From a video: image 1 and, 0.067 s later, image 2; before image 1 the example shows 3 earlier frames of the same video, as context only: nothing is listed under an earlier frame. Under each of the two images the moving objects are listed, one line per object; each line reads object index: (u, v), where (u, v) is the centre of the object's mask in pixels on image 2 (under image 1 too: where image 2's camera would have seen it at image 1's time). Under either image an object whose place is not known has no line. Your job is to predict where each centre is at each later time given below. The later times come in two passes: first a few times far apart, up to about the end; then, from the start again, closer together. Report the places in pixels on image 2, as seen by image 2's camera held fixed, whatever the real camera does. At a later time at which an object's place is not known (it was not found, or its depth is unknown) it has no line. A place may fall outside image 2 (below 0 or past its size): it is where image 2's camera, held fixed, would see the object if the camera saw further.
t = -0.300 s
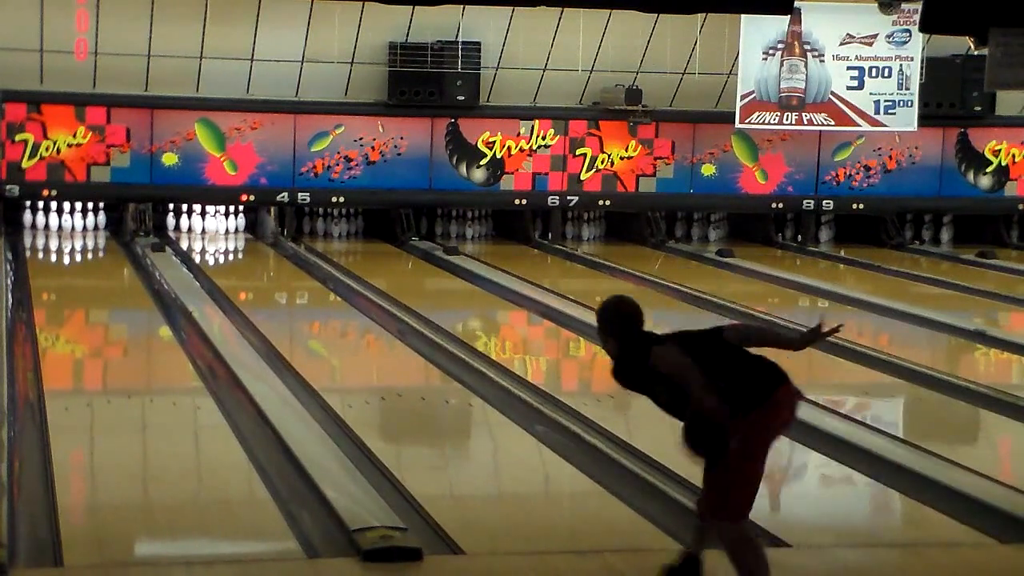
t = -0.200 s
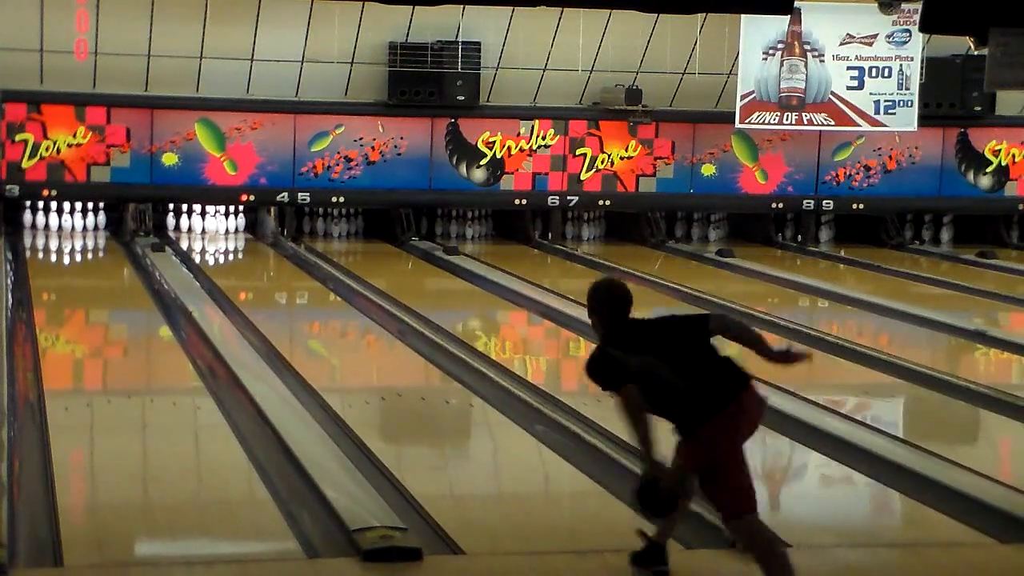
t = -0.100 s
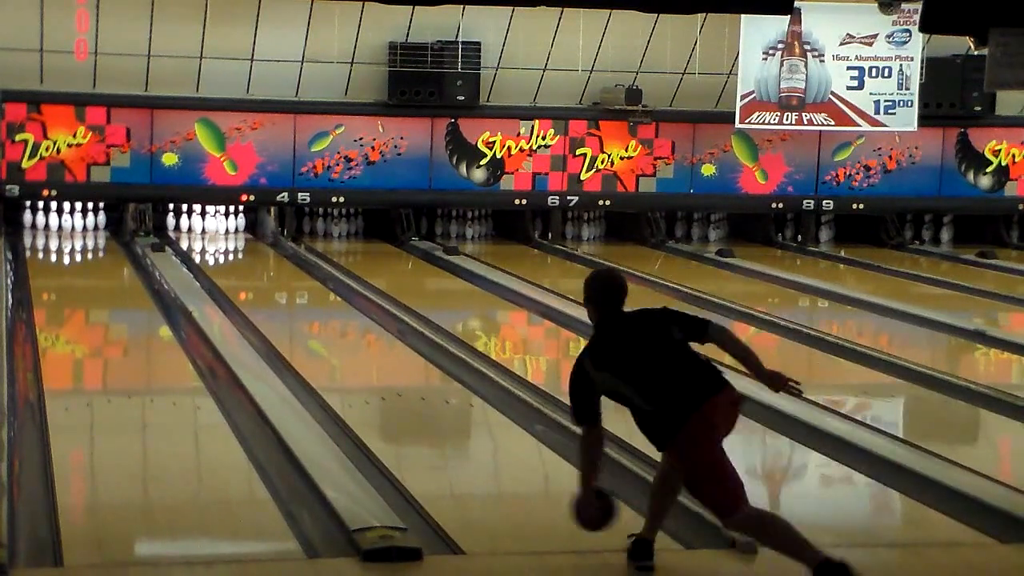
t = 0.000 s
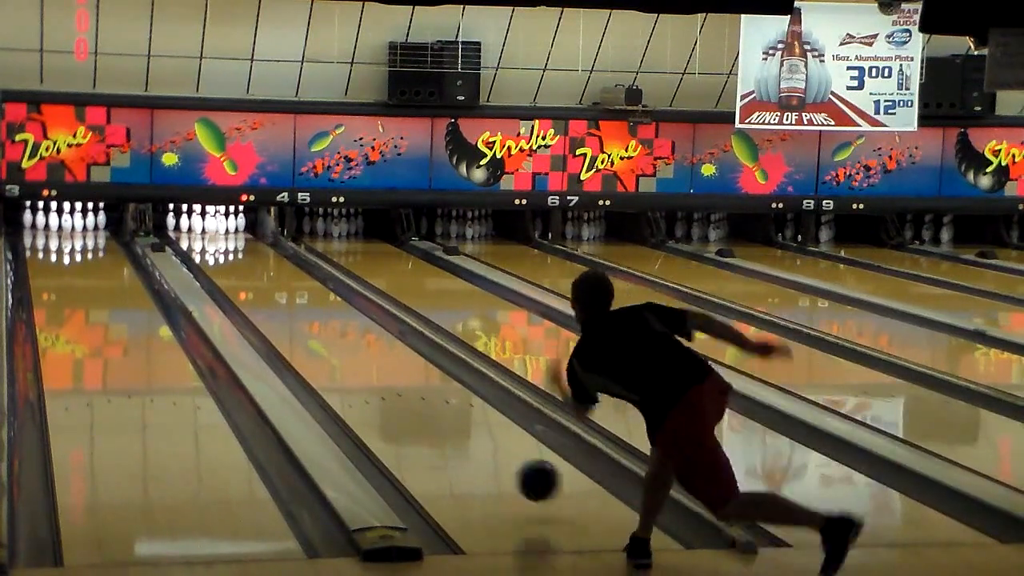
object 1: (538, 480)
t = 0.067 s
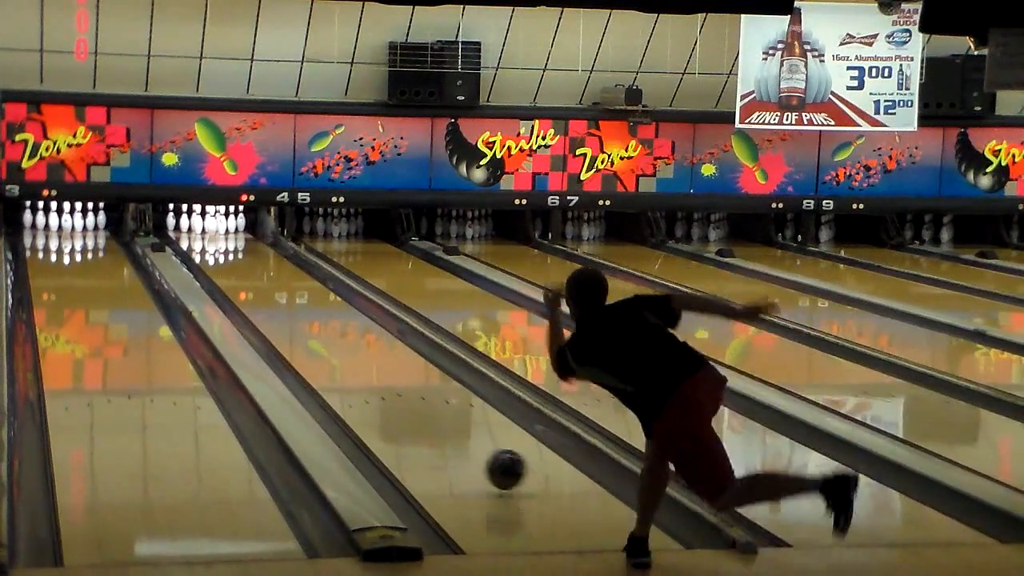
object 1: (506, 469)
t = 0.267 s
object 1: (426, 417)
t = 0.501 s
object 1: (359, 369)
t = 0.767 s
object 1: (302, 327)
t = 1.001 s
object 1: (265, 299)
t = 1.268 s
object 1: (234, 274)
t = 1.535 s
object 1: (213, 254)
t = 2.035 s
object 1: (205, 229)
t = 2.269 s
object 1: (206, 223)
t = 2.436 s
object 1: (209, 224)
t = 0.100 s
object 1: (490, 464)
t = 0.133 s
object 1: (476, 452)
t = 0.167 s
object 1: (463, 444)
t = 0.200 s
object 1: (450, 435)
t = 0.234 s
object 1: (438, 426)
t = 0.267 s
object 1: (426, 417)
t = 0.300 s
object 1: (415, 409)
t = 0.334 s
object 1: (406, 401)
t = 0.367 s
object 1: (395, 395)
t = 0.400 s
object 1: (385, 387)
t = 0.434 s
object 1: (376, 381)
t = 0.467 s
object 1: (367, 375)
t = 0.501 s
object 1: (359, 369)
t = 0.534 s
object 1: (350, 363)
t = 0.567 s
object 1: (342, 357)
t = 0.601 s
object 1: (335, 352)
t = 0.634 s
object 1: (328, 347)
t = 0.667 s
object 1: (320, 342)
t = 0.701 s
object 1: (314, 336)
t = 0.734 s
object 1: (308, 331)
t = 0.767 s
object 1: (302, 327)
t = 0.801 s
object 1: (295, 322)
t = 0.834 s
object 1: (290, 318)
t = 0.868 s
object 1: (285, 314)
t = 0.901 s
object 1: (279, 310)
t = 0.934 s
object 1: (274, 306)
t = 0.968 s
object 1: (270, 302)
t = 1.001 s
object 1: (265, 299)
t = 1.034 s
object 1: (260, 296)
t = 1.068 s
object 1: (255, 292)
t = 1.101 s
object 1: (251, 289)
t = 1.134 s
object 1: (248, 286)
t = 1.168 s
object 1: (243, 283)
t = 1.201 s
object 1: (239, 280)
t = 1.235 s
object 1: (236, 277)
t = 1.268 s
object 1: (234, 274)
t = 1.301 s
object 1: (230, 273)
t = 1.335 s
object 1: (226, 269)
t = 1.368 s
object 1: (224, 265)
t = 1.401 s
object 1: (222, 264)
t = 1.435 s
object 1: (219, 261)
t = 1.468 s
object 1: (217, 259)
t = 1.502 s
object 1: (215, 256)
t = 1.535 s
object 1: (213, 254)
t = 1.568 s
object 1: (212, 252)
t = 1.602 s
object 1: (210, 249)
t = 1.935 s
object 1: (205, 232)
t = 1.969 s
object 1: (205, 231)
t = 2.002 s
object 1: (206, 229)
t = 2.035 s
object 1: (205, 229)
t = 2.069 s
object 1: (204, 228)
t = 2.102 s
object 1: (204, 227)
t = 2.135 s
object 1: (205, 225)
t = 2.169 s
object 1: (205, 224)
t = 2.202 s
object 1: (205, 224)
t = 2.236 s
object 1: (205, 224)
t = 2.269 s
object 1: (206, 223)
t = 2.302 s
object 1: (205, 222)
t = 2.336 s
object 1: (209, 222)
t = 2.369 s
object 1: (206, 224)
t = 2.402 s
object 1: (210, 222)
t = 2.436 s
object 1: (209, 224)
